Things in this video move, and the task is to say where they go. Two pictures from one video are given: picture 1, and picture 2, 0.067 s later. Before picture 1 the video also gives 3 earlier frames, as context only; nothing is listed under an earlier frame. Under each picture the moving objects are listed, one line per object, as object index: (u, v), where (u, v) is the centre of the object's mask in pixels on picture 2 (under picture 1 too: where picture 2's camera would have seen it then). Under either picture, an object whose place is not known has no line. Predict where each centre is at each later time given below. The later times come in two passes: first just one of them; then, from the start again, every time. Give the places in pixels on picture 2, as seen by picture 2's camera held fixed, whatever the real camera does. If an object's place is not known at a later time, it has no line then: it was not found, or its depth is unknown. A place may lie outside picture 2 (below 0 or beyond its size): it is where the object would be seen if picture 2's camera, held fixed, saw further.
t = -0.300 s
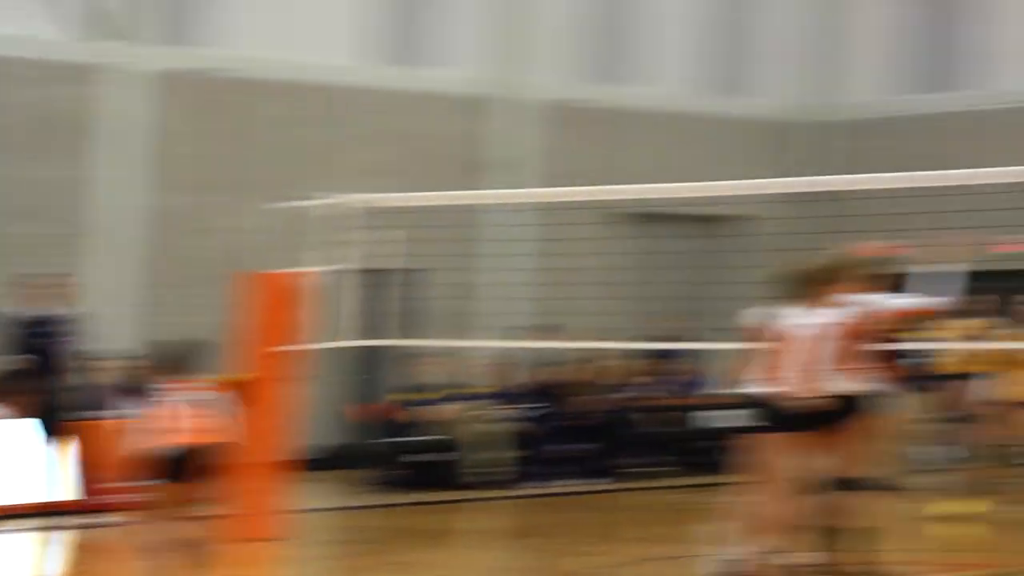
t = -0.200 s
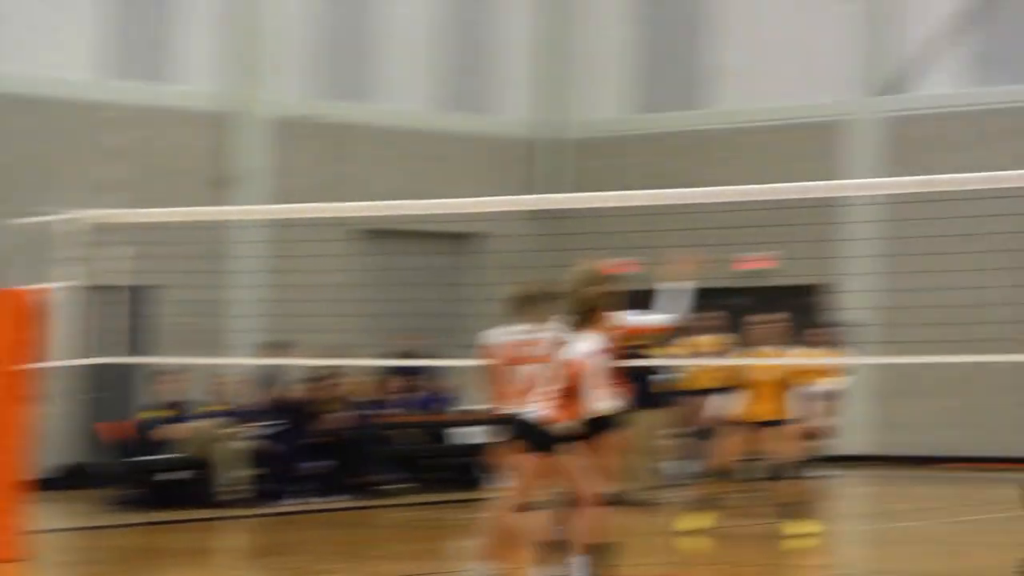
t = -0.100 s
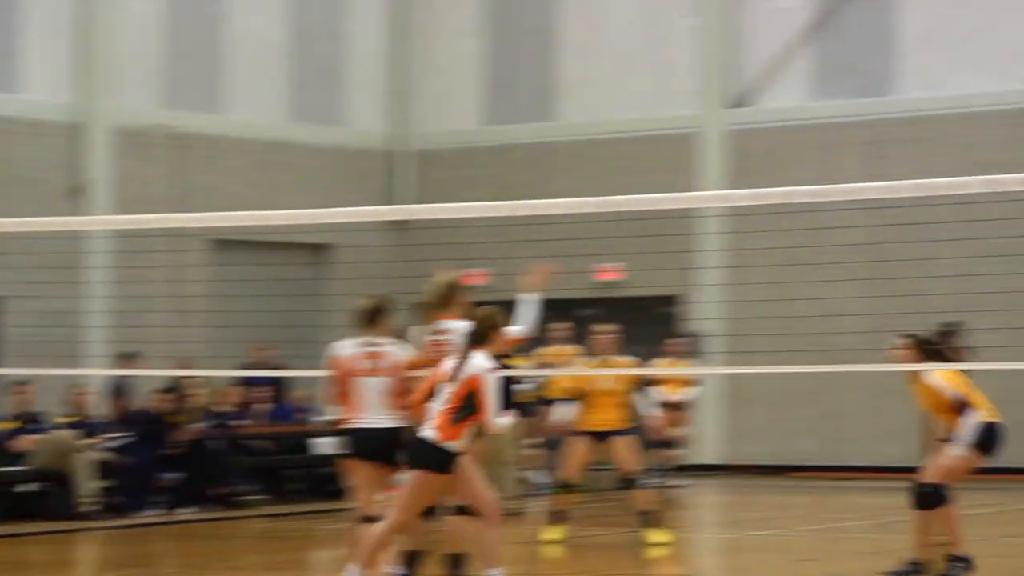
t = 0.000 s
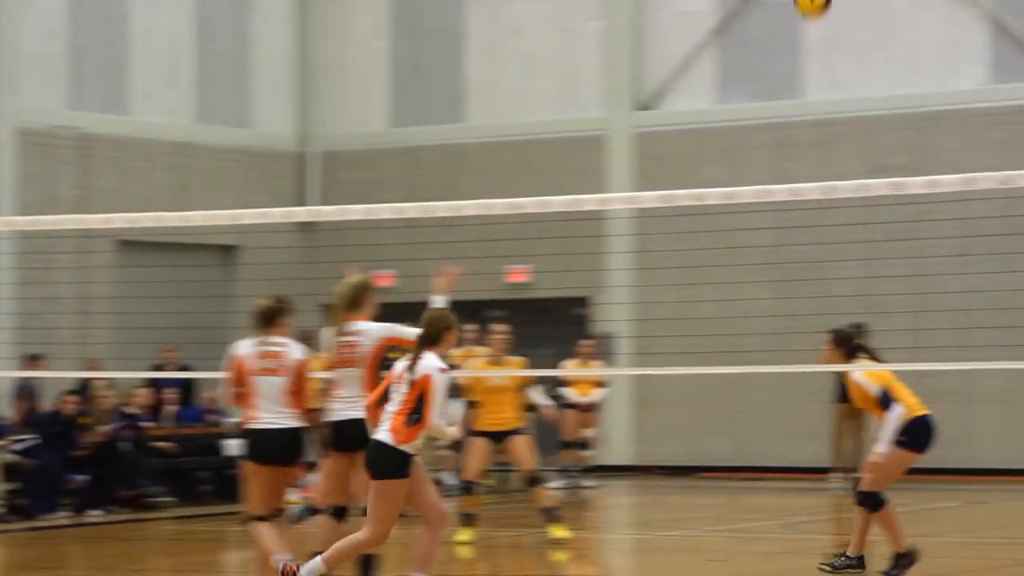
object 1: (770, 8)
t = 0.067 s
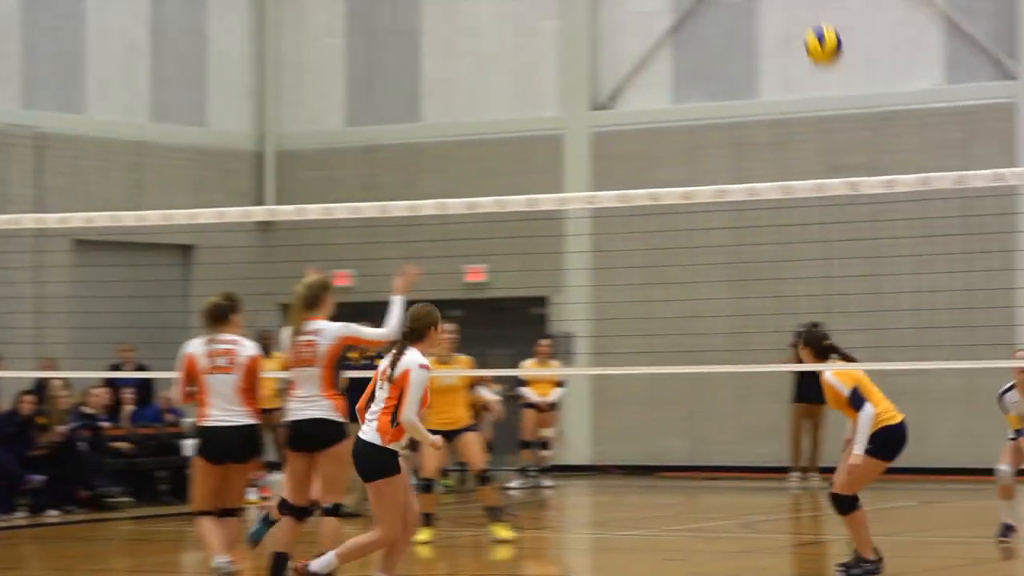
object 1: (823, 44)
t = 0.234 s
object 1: (948, 193)
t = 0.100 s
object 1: (849, 70)
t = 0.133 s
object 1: (874, 98)
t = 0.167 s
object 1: (898, 125)
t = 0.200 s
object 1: (922, 152)
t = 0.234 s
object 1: (948, 193)
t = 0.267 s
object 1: (970, 211)
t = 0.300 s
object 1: (992, 239)
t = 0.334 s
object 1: (1012, 271)
